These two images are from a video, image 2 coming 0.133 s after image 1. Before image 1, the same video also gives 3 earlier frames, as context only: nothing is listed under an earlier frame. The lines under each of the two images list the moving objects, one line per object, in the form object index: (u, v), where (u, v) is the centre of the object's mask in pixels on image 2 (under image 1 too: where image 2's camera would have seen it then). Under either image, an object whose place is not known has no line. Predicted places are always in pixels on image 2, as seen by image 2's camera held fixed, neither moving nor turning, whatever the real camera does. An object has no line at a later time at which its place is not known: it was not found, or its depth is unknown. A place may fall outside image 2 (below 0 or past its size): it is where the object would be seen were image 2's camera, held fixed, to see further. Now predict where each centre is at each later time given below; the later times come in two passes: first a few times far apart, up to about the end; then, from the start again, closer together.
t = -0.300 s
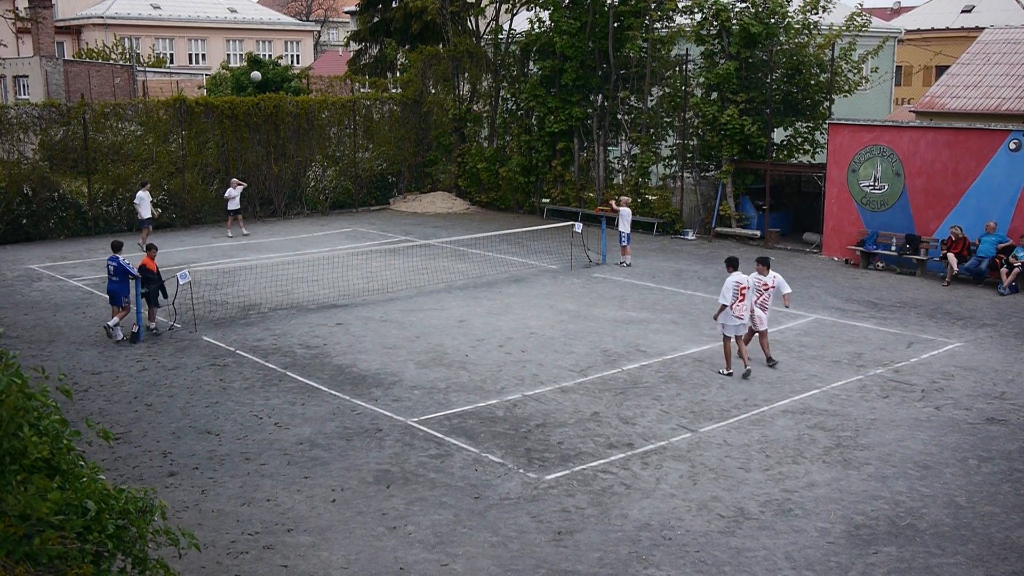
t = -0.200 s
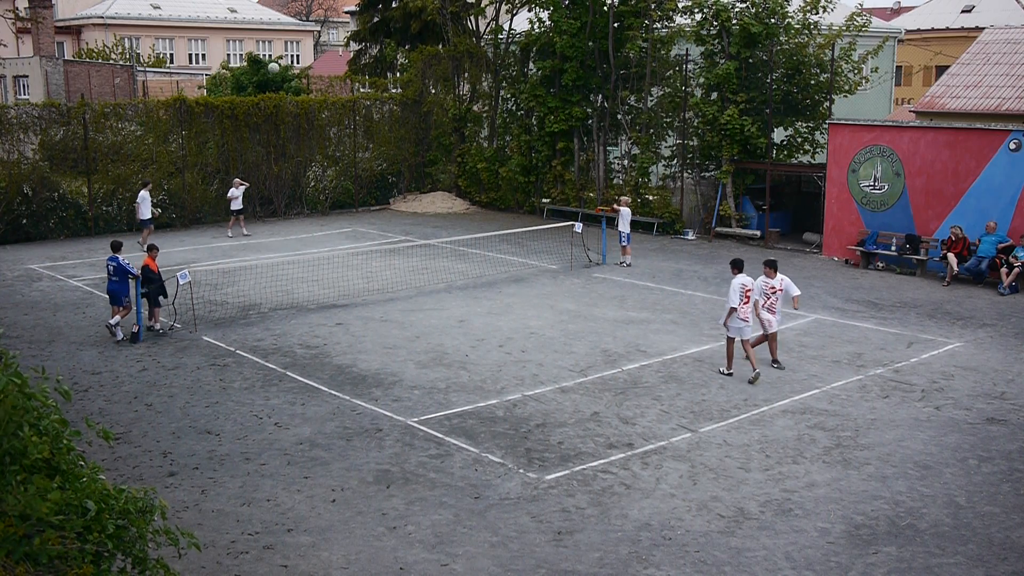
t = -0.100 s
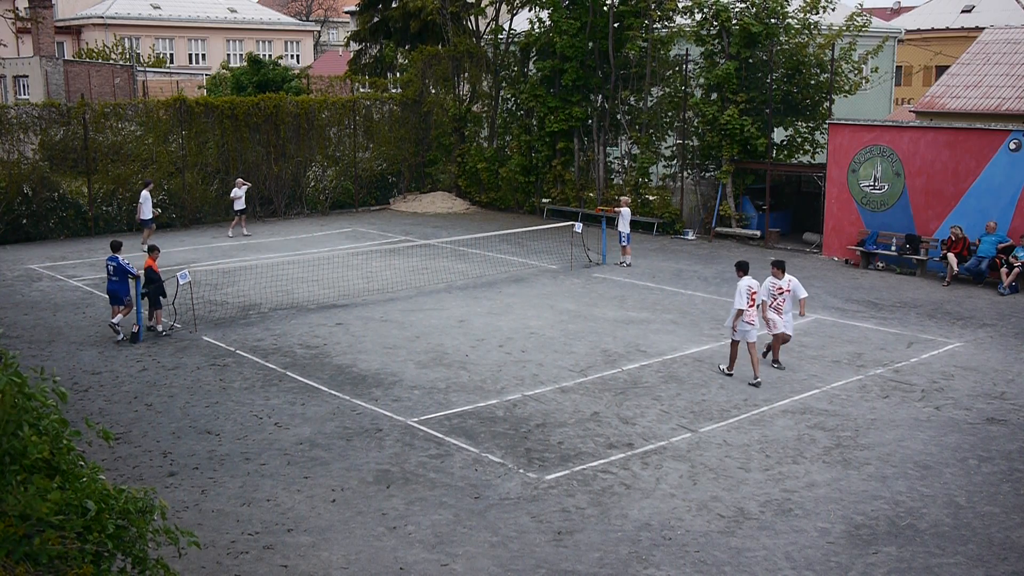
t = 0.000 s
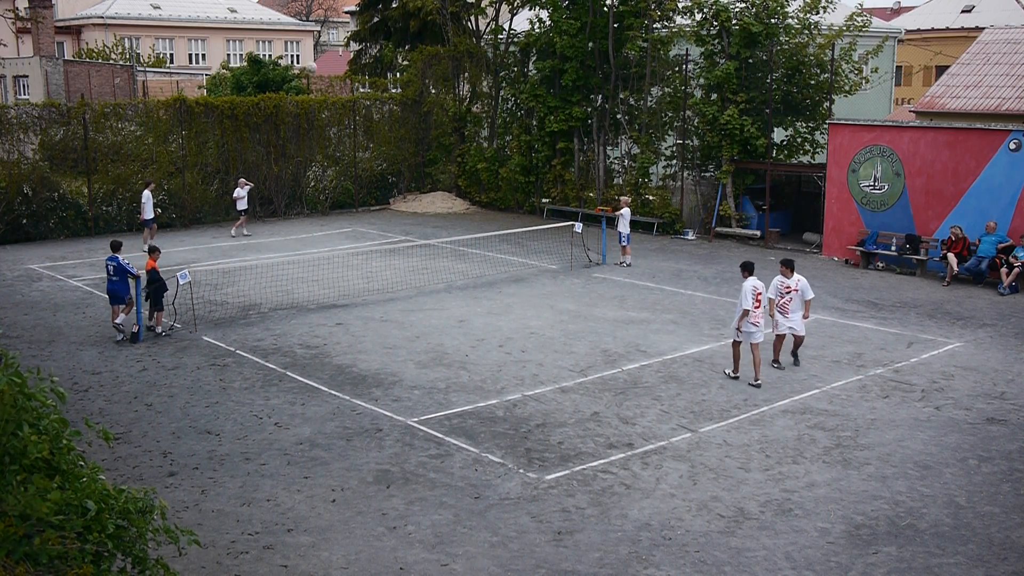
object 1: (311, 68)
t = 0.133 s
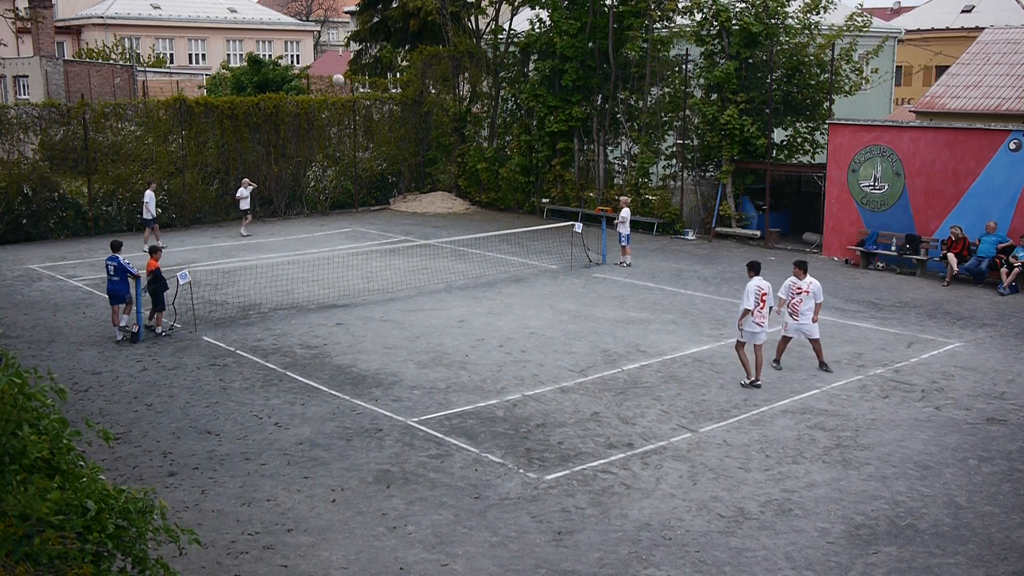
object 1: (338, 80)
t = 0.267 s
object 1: (366, 103)
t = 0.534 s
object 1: (426, 185)
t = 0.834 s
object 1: (494, 329)
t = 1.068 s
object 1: (530, 251)
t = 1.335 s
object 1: (576, 198)
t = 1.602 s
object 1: (625, 189)
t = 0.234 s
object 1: (359, 97)
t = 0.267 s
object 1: (366, 103)
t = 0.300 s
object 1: (374, 112)
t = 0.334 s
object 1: (381, 120)
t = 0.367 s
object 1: (388, 129)
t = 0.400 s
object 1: (396, 138)
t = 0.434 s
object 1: (403, 149)
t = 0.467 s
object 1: (411, 160)
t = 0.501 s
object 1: (418, 172)
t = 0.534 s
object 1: (426, 185)
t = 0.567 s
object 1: (434, 198)
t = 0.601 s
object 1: (441, 211)
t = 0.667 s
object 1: (456, 242)
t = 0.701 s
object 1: (464, 258)
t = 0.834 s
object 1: (494, 329)
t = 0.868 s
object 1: (499, 317)
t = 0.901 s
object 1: (504, 305)
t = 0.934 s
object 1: (509, 293)
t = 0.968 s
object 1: (514, 282)
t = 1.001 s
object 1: (520, 271)
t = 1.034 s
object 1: (525, 261)
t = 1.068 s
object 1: (530, 251)
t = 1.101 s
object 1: (536, 242)
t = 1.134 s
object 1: (541, 233)
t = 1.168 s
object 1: (547, 226)
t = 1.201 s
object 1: (553, 219)
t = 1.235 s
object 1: (558, 213)
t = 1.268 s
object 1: (564, 207)
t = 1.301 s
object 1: (570, 202)
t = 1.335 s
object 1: (576, 198)
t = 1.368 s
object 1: (582, 195)
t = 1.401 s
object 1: (588, 192)
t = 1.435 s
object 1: (594, 189)
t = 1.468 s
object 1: (600, 188)
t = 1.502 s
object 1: (606, 187)
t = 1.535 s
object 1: (612, 187)
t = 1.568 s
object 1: (618, 188)
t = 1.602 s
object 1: (625, 189)
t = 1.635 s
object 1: (631, 191)
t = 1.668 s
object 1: (637, 195)
